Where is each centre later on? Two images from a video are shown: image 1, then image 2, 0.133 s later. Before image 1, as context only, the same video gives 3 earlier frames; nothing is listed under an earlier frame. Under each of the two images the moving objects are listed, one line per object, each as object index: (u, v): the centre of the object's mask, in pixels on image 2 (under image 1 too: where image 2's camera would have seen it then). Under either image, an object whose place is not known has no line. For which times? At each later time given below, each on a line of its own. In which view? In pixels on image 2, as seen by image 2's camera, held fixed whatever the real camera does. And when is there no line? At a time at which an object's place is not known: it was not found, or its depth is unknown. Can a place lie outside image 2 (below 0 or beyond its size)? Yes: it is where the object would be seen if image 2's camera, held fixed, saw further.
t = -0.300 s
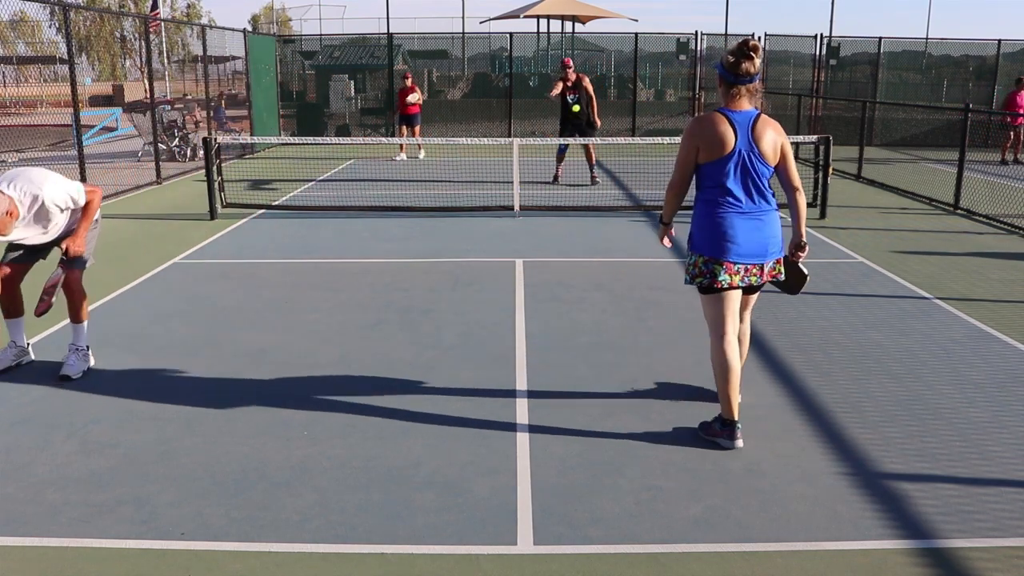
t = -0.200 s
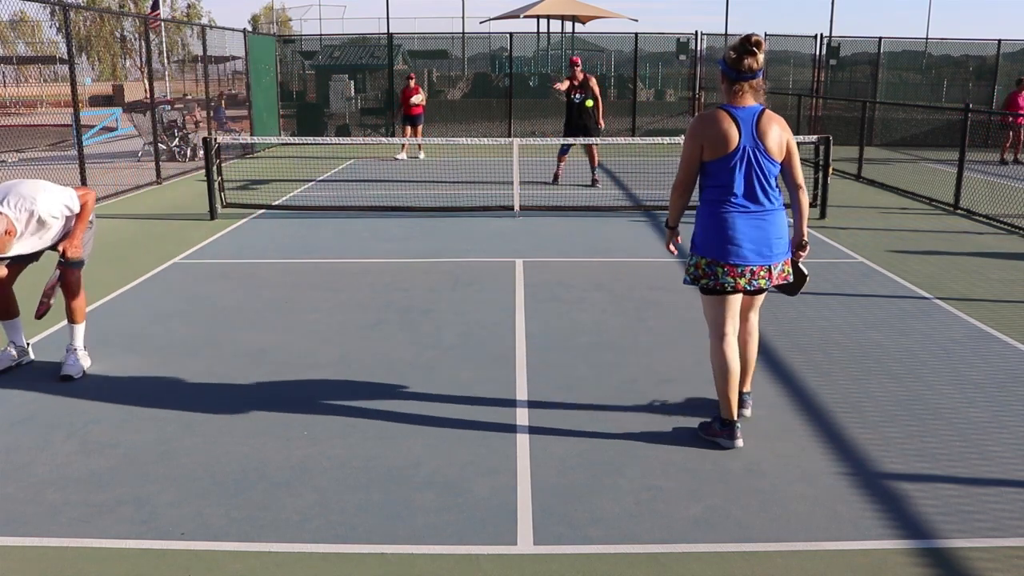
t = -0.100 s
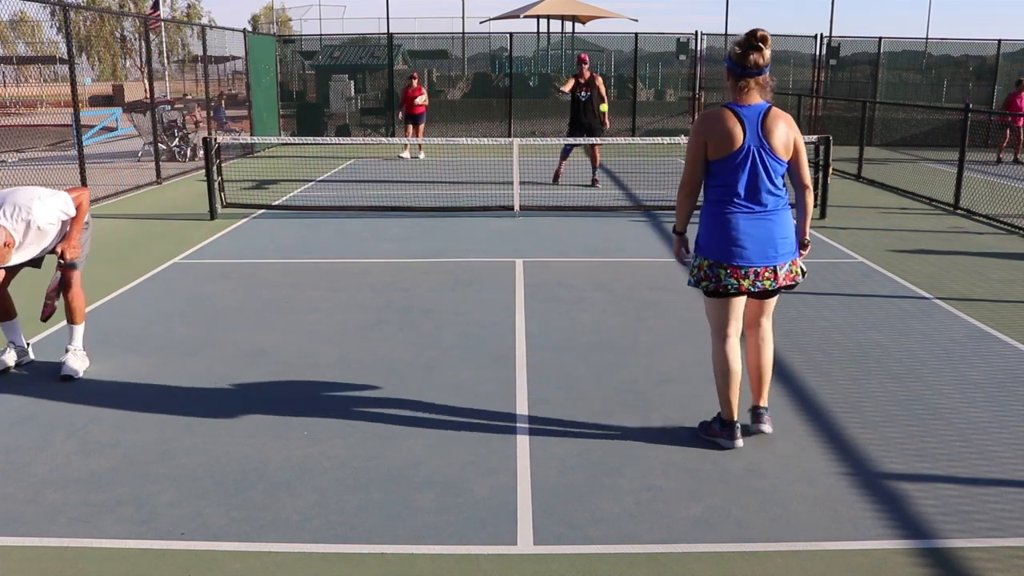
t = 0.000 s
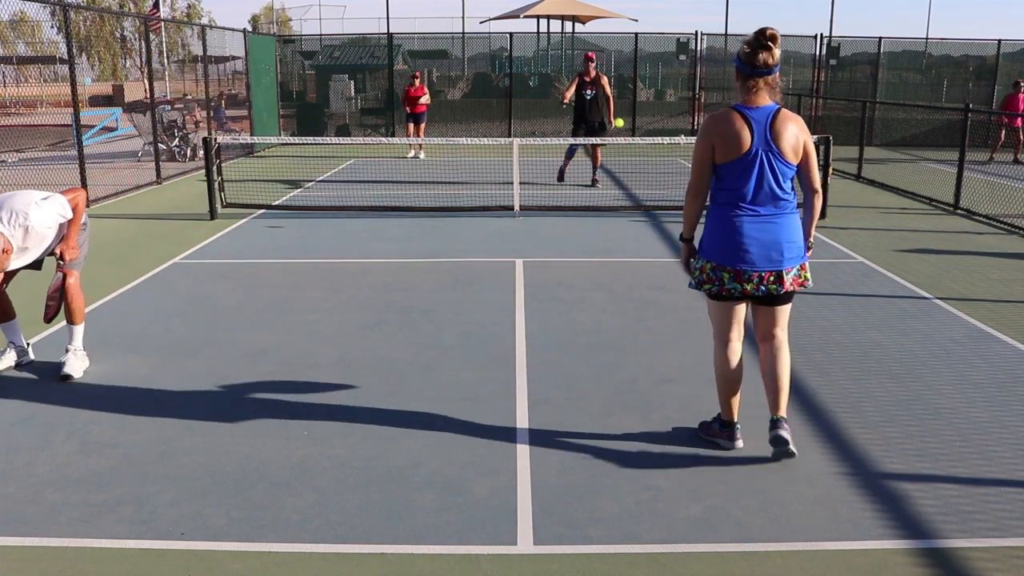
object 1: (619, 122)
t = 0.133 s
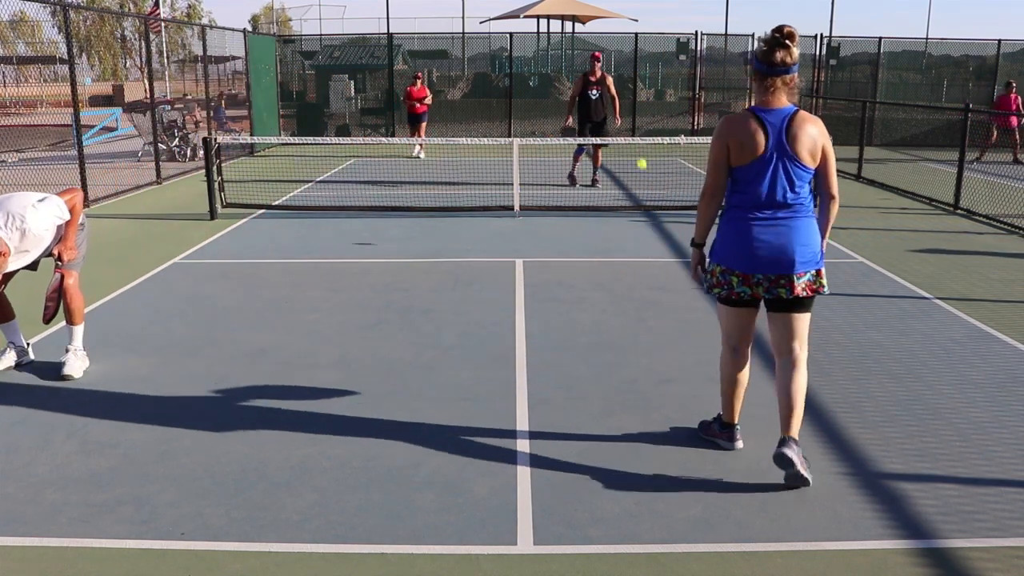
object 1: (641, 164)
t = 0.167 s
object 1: (647, 178)
